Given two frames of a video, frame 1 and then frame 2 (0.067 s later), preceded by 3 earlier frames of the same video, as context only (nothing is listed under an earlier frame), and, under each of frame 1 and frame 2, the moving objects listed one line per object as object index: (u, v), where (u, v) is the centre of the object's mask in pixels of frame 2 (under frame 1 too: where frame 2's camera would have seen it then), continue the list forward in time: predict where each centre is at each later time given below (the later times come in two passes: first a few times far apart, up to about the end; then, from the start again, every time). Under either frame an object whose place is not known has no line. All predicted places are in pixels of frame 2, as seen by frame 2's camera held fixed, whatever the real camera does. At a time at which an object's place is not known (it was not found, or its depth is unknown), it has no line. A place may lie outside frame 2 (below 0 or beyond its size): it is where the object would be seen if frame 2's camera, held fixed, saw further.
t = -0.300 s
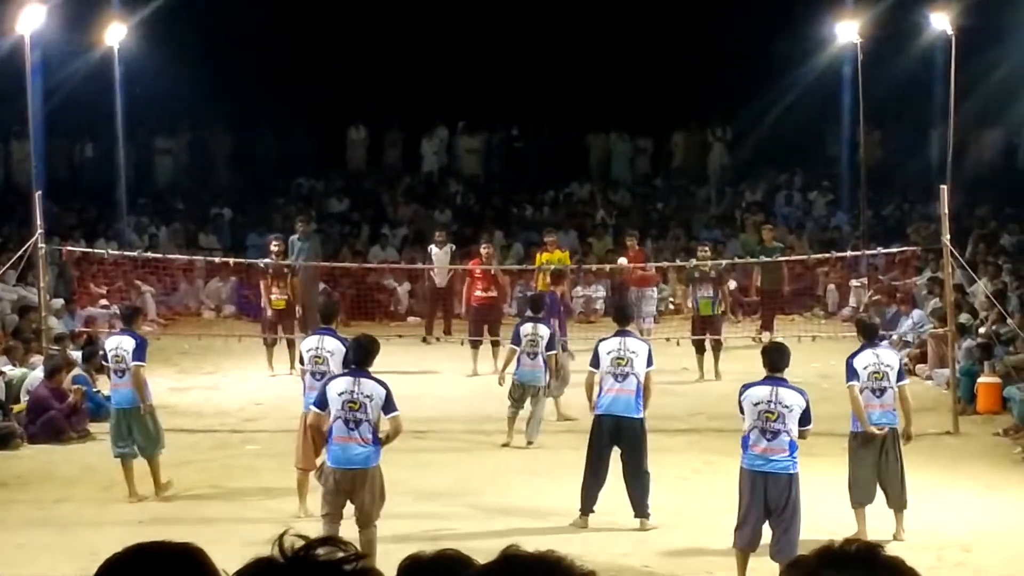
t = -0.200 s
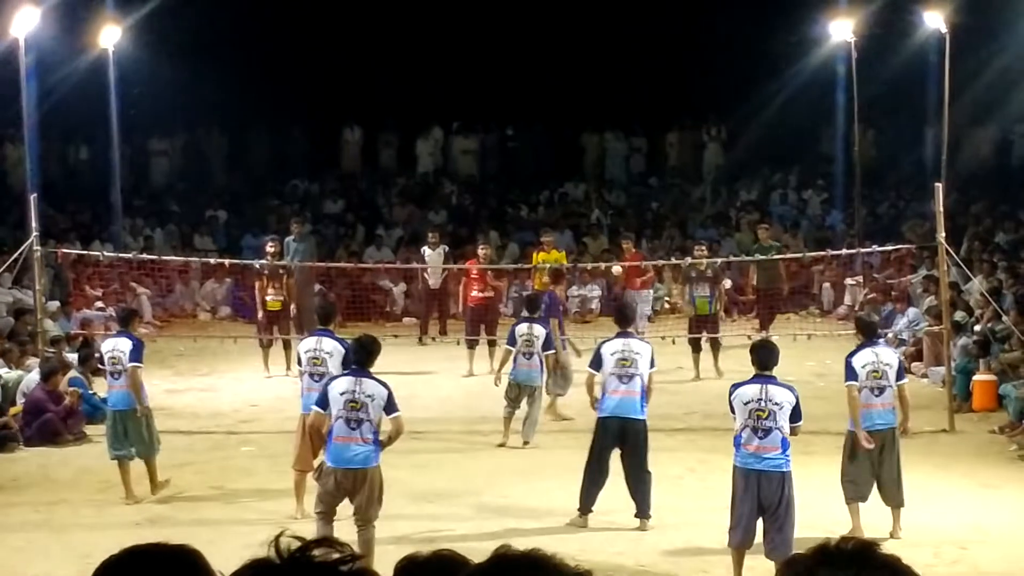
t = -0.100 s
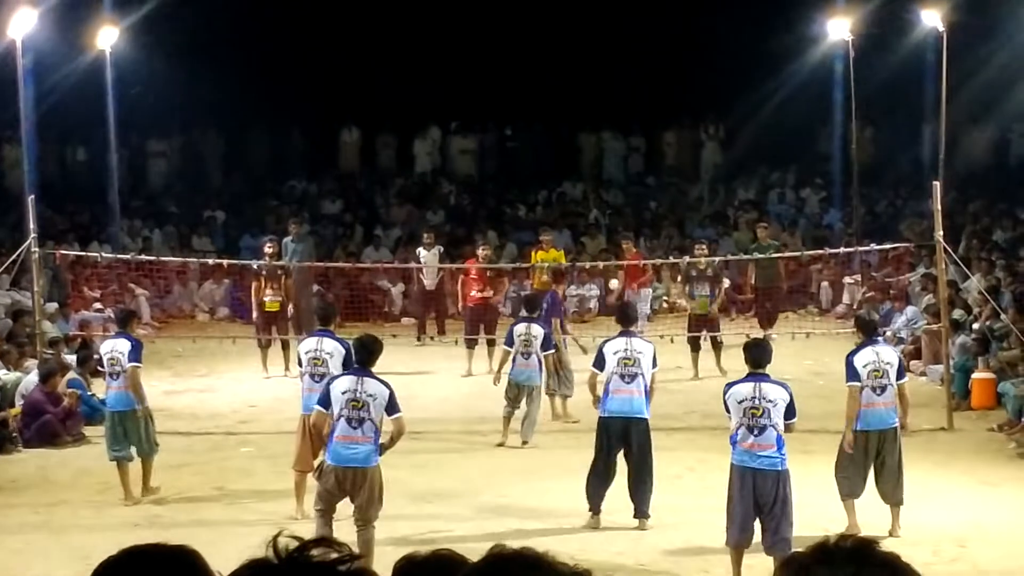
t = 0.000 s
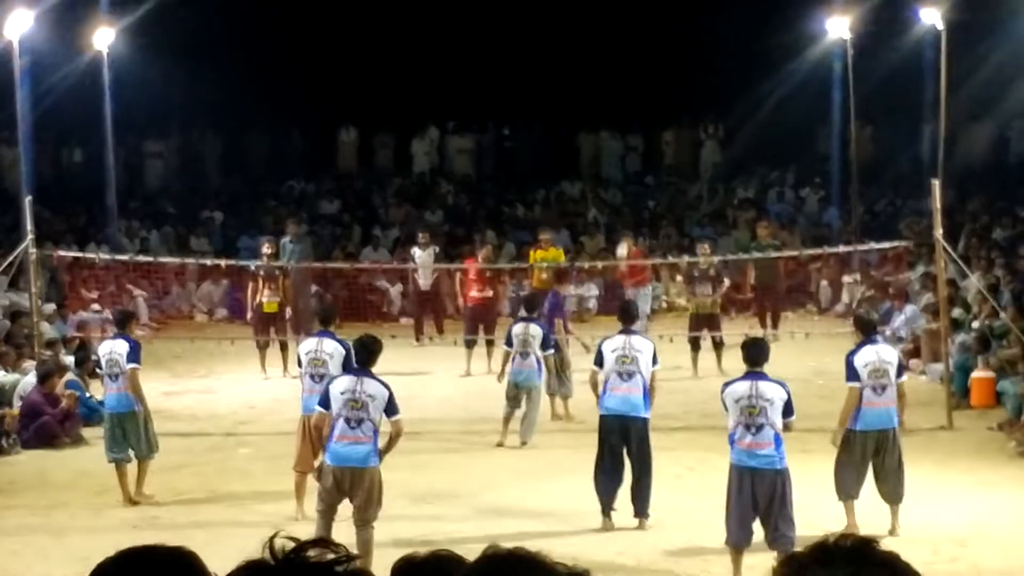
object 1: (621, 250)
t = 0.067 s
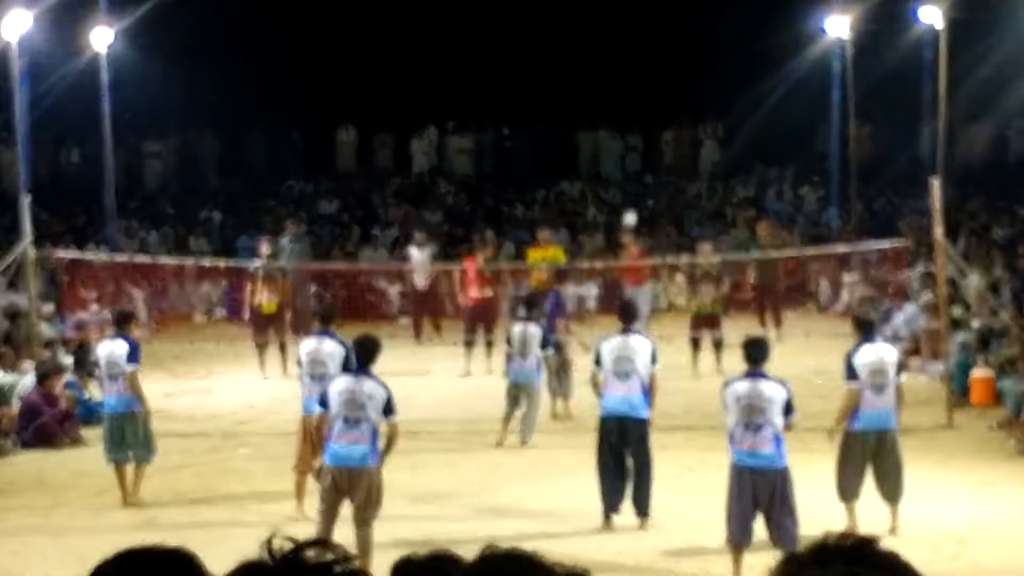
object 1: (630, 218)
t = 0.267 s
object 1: (655, 136)
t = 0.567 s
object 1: (703, 57)
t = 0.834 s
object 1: (761, 46)
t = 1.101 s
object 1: (832, 122)
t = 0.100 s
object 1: (633, 204)
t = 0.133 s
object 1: (638, 189)
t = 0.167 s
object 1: (642, 175)
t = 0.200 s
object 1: (646, 161)
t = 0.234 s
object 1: (650, 149)
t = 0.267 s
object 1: (655, 136)
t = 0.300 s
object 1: (659, 125)
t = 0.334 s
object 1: (664, 114)
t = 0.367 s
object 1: (668, 104)
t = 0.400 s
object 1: (673, 94)
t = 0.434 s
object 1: (679, 85)
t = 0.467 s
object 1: (685, 77)
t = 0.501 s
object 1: (691, 69)
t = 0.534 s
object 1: (698, 61)
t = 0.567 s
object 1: (703, 57)
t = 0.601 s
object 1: (710, 52)
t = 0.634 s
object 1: (717, 48)
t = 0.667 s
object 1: (724, 46)
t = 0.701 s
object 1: (731, 43)
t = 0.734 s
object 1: (738, 42)
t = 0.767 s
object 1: (746, 42)
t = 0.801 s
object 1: (754, 43)
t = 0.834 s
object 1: (761, 46)
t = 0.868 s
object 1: (769, 49)
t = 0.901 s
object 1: (777, 55)
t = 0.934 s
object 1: (786, 62)
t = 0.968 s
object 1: (795, 70)
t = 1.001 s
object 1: (804, 81)
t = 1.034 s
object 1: (813, 92)
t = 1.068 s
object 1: (823, 106)
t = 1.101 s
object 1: (832, 122)
